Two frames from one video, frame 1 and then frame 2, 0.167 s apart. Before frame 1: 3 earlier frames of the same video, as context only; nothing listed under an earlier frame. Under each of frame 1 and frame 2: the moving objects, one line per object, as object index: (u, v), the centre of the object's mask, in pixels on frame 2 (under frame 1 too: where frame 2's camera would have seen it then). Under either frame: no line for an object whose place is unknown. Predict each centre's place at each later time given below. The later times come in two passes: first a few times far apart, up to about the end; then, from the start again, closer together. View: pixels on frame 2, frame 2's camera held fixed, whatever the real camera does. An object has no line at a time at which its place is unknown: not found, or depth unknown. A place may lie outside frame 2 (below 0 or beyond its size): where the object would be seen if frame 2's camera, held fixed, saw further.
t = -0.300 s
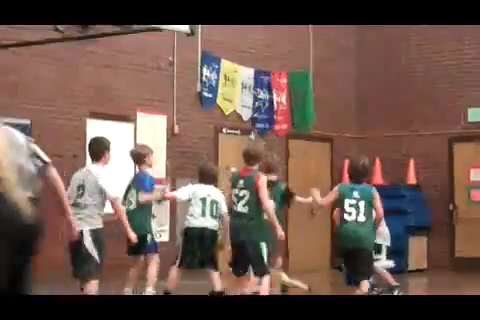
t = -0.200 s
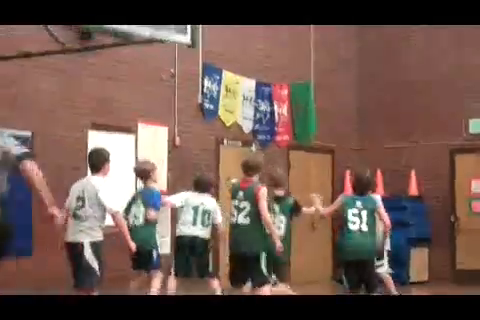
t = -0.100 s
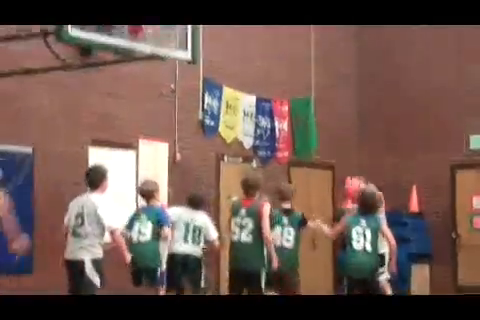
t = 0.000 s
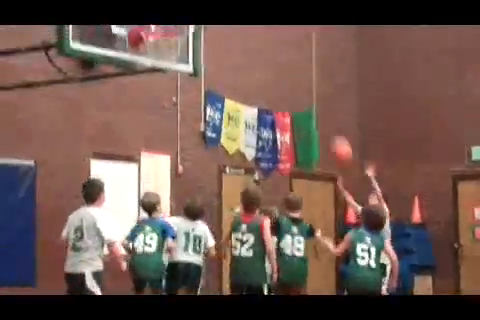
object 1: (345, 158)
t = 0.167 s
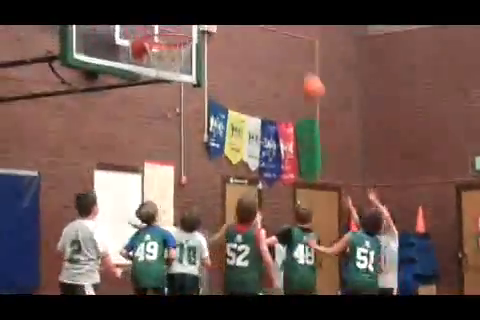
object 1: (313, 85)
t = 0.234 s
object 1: (300, 62)
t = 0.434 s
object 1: (260, 21)
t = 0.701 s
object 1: (202, 11)
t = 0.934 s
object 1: (154, 53)
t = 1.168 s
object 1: (159, 64)
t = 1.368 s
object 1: (181, 102)
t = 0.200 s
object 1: (307, 74)
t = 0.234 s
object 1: (300, 62)
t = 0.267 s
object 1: (293, 53)
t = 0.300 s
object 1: (286, 43)
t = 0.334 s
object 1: (279, 35)
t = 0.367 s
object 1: (272, 28)
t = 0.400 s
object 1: (266, 25)
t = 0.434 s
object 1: (260, 21)
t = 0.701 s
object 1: (202, 11)
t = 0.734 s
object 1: (194, 15)
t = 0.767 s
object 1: (186, 21)
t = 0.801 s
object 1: (178, 26)
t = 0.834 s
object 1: (173, 29)
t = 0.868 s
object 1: (167, 40)
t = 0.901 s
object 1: (160, 47)
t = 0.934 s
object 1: (154, 53)
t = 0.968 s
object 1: (150, 60)
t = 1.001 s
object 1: (149, 61)
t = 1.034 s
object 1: (150, 62)
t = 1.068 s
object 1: (151, 62)
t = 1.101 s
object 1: (155, 62)
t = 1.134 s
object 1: (158, 62)
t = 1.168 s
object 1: (159, 64)
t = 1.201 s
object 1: (164, 68)
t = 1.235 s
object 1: (168, 71)
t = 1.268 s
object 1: (172, 79)
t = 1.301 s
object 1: (175, 86)
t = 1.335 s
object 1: (178, 93)
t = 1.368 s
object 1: (181, 102)
